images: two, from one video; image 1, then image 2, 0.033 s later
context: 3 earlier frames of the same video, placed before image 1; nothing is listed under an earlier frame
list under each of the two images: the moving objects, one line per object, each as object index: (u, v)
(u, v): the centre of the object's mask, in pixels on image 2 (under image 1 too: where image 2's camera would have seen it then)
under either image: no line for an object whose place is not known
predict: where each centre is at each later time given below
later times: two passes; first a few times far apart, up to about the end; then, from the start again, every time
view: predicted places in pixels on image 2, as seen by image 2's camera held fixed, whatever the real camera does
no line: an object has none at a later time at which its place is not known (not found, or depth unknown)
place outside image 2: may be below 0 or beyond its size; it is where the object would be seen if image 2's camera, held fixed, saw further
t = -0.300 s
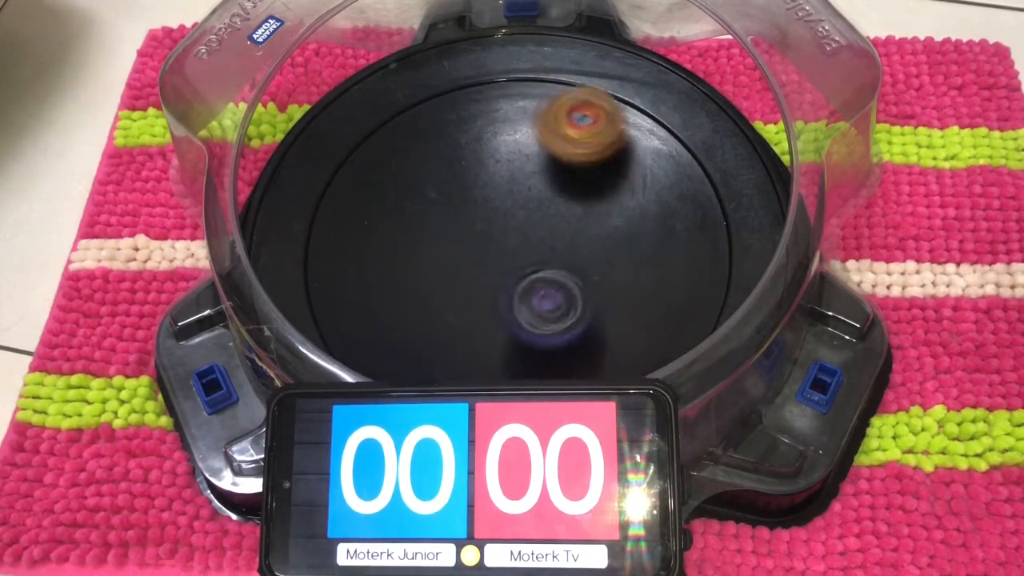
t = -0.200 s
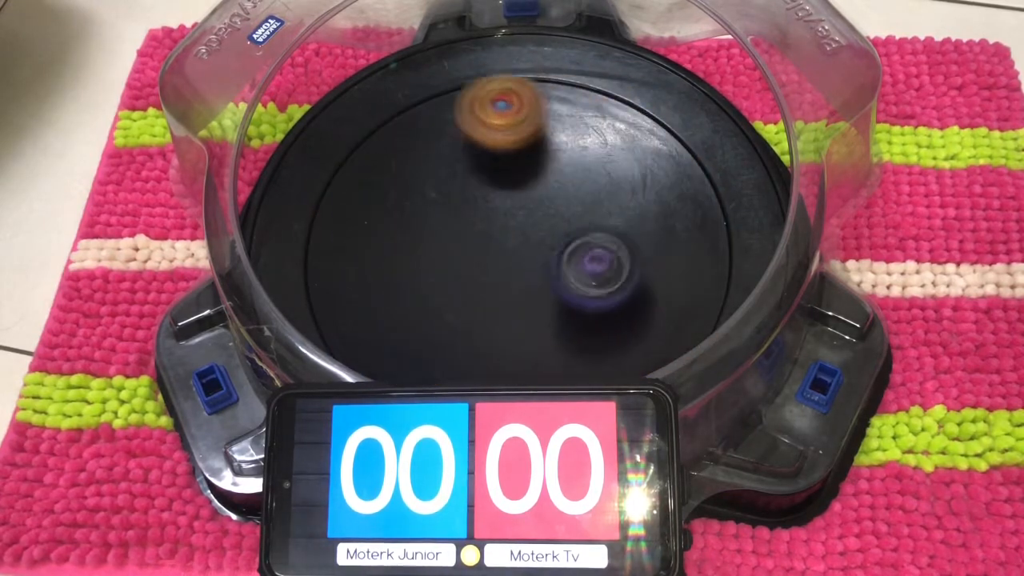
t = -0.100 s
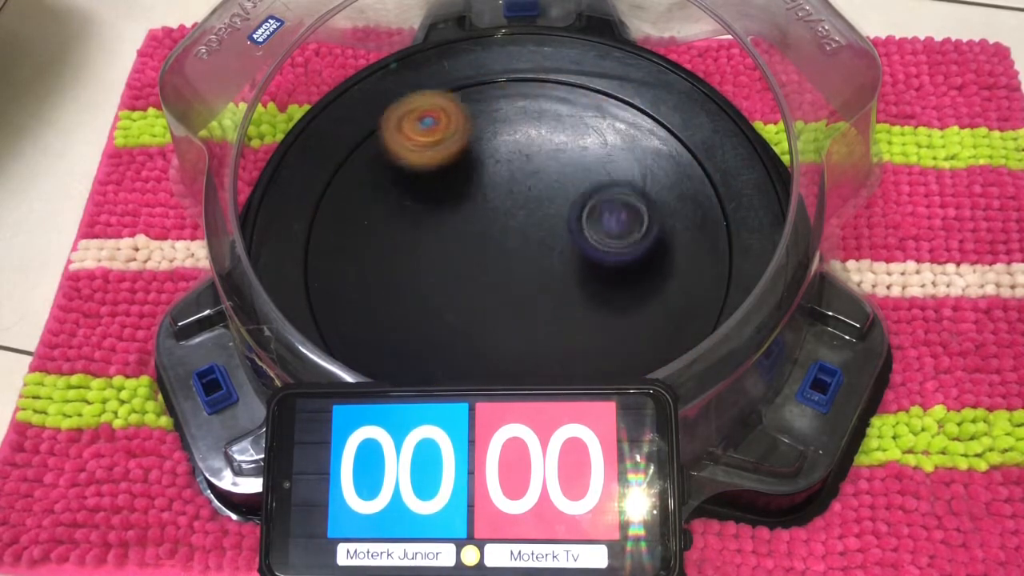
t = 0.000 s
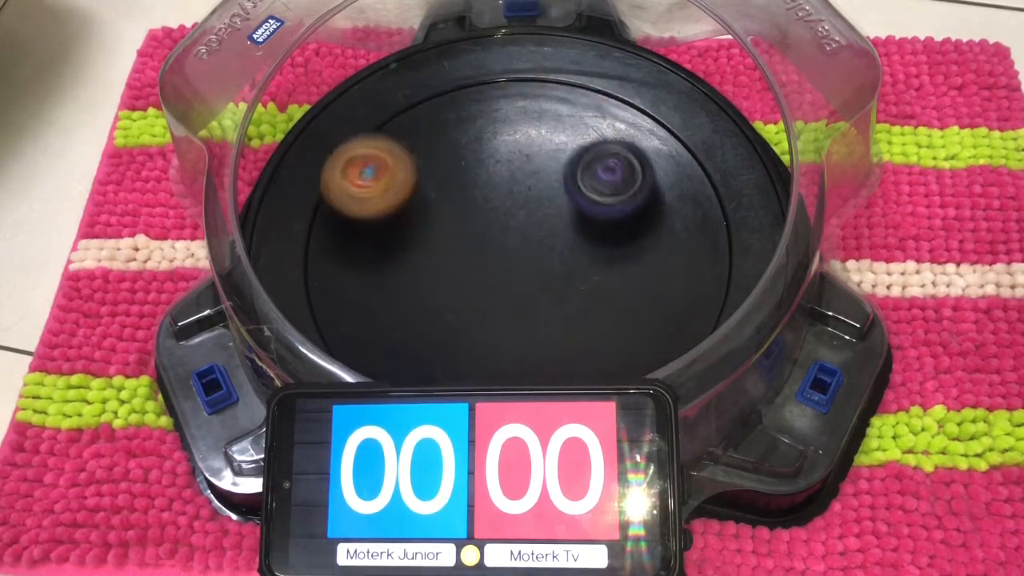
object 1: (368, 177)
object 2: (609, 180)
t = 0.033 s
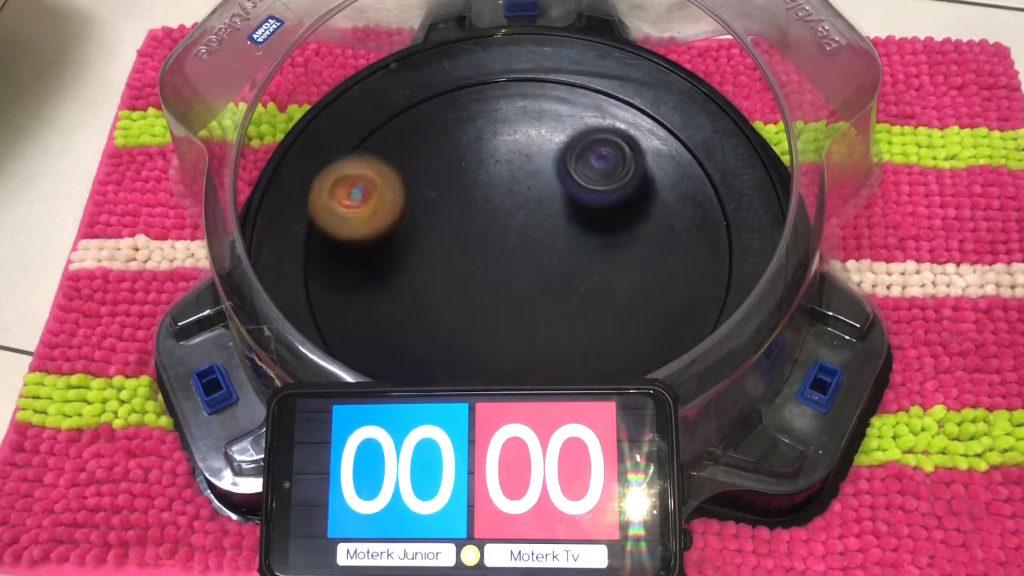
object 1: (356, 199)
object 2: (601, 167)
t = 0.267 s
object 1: (419, 347)
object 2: (488, 151)
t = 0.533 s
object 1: (642, 306)
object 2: (437, 279)
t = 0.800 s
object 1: (619, 137)
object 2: (556, 341)
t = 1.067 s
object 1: (425, 137)
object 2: (626, 246)
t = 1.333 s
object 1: (387, 312)
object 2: (499, 184)
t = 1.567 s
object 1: (563, 355)
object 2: (396, 235)
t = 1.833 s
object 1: (662, 214)
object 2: (459, 330)
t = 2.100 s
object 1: (498, 120)
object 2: (585, 257)
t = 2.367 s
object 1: (356, 223)
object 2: (548, 152)
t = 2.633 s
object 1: (480, 351)
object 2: (436, 189)
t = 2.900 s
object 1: (657, 261)
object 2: (476, 307)
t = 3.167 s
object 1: (577, 124)
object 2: (607, 302)
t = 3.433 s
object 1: (402, 177)
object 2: (596, 200)
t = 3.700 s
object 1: (423, 339)
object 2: (456, 208)
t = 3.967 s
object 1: (618, 326)
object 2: (415, 301)
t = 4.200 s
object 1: (628, 185)
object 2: (523, 326)
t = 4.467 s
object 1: (462, 130)
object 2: (574, 216)
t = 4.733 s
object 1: (370, 258)
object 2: (490, 154)
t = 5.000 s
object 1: (534, 343)
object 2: (427, 240)
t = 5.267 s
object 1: (657, 230)
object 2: (531, 310)
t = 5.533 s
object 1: (537, 131)
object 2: (622, 249)
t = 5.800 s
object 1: (391, 218)
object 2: (541, 187)
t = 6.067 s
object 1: (458, 346)
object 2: (435, 246)
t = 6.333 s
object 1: (625, 289)
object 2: (467, 328)
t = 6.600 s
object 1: (578, 149)
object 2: (569, 274)
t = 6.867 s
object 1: (420, 157)
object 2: (530, 179)
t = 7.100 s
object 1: (402, 286)
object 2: (444, 183)
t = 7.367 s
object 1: (570, 336)
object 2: (461, 281)
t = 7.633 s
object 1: (642, 213)
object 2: (582, 287)
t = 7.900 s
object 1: (501, 149)
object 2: (596, 205)
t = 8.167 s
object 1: (384, 244)
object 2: (481, 211)
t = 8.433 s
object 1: (394, 359)
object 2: (482, 281)
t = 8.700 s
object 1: (450, 351)
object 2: (594, 275)
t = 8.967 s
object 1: (411, 284)
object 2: (601, 202)
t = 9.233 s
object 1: (395, 210)
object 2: (498, 204)
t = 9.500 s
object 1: (379, 188)
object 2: (466, 274)
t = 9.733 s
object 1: (478, 211)
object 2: (501, 316)
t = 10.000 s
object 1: (590, 216)
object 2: (538, 304)
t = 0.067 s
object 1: (349, 223)
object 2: (590, 156)
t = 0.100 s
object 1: (347, 247)
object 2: (577, 146)
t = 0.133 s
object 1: (350, 272)
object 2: (561, 140)
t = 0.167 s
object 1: (358, 296)
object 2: (544, 137)
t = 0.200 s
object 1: (373, 318)
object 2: (524, 137)
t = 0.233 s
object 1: (394, 336)
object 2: (505, 143)
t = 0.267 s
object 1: (419, 347)
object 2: (488, 151)
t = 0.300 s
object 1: (447, 353)
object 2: (470, 161)
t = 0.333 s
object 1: (479, 355)
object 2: (457, 174)
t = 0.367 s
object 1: (511, 355)
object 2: (445, 190)
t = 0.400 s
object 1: (544, 353)
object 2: (437, 207)
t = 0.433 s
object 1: (573, 347)
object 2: (431, 226)
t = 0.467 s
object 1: (599, 339)
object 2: (430, 244)
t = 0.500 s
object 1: (623, 325)
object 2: (431, 262)
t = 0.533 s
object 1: (642, 306)
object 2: (437, 279)
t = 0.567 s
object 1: (657, 284)
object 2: (445, 294)
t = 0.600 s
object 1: (665, 260)
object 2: (456, 308)
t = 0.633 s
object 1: (669, 237)
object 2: (468, 321)
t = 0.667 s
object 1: (669, 214)
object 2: (483, 330)
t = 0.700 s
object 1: (662, 192)
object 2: (499, 338)
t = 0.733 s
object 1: (651, 170)
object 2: (517, 341)
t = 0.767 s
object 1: (636, 152)
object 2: (536, 342)
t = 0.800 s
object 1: (619, 137)
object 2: (556, 341)
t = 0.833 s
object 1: (598, 124)
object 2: (574, 339)
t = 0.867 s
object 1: (574, 114)
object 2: (590, 334)
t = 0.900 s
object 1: (549, 107)
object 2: (605, 324)
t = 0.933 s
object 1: (523, 106)
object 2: (617, 311)
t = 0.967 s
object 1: (497, 108)
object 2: (627, 296)
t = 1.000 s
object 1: (470, 114)
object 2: (631, 281)
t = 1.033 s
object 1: (446, 123)
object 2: (630, 264)
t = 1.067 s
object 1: (425, 137)
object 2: (626, 246)
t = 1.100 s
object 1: (406, 154)
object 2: (618, 231)
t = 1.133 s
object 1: (390, 173)
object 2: (606, 216)
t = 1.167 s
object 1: (378, 195)
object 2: (590, 205)
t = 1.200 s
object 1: (370, 218)
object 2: (572, 197)
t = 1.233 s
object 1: (367, 241)
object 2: (554, 189)
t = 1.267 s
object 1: (369, 266)
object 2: (534, 185)
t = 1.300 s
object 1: (376, 289)
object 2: (516, 183)
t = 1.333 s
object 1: (387, 312)
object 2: (499, 184)
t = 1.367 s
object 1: (403, 332)
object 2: (480, 186)
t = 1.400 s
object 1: (423, 344)
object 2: (459, 190)
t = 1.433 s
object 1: (446, 352)
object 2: (443, 196)
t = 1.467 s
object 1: (473, 356)
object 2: (427, 204)
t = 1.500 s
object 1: (504, 357)
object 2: (414, 213)
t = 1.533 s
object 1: (534, 357)
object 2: (403, 224)
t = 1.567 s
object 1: (563, 355)
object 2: (396, 235)
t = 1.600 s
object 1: (590, 349)
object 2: (390, 249)
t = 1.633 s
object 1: (614, 341)
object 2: (387, 264)
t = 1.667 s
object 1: (635, 327)
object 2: (390, 279)
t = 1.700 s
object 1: (651, 307)
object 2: (396, 295)
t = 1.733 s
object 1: (662, 285)
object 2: (406, 307)
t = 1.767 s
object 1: (667, 261)
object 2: (420, 318)
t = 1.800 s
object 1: (667, 237)
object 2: (435, 325)
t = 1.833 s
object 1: (662, 214)
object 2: (459, 330)
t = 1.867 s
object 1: (651, 194)
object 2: (478, 332)
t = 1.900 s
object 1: (637, 175)
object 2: (499, 328)
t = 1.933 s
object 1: (619, 158)
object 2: (520, 323)
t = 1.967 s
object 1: (597, 144)
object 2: (539, 314)
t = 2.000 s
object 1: (574, 134)
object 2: (555, 302)
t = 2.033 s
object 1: (550, 126)
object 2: (568, 289)
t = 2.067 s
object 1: (525, 122)
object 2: (578, 275)
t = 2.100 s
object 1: (498, 120)
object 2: (585, 257)
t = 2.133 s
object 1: (475, 122)
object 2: (589, 240)
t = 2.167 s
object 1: (450, 128)
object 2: (591, 225)
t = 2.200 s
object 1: (428, 137)
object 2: (589, 209)
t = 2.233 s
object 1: (408, 148)
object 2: (584, 195)
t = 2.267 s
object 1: (389, 163)
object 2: (579, 183)
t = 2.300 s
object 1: (375, 181)
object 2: (570, 172)
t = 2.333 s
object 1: (363, 201)
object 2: (560, 161)
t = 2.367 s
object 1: (356, 223)
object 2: (548, 152)
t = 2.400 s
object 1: (355, 245)
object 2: (534, 146)
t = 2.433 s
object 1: (358, 269)
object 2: (519, 143)
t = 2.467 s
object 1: (367, 291)
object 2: (504, 142)
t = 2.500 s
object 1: (381, 312)
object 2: (487, 145)
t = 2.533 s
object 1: (401, 330)
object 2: (471, 152)
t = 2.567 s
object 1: (424, 342)
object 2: (457, 161)
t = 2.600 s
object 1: (451, 348)
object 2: (445, 173)
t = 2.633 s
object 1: (480, 351)
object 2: (436, 189)
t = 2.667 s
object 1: (511, 350)
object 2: (429, 204)
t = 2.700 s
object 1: (540, 348)
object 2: (426, 220)
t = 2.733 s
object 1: (569, 344)
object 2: (428, 237)
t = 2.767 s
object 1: (594, 335)
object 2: (432, 254)
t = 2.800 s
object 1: (616, 321)
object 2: (440, 270)
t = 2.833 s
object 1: (634, 303)
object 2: (451, 285)
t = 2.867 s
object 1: (648, 283)
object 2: (464, 297)
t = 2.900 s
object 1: (657, 261)
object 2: (476, 307)
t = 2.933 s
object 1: (662, 239)
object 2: (494, 315)
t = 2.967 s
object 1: (663, 218)
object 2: (511, 320)
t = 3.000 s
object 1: (658, 197)
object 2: (527, 324)
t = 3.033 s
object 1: (648, 177)
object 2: (544, 325)
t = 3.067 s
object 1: (635, 160)
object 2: (562, 322)
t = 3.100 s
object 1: (618, 146)
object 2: (579, 317)
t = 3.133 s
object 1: (598, 134)
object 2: (595, 311)
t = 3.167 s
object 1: (577, 124)
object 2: (607, 302)
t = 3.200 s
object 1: (554, 119)
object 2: (617, 292)
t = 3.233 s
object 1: (529, 117)
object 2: (626, 278)
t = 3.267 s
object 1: (503, 119)
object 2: (630, 265)
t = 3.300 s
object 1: (480, 123)
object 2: (631, 248)
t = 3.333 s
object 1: (456, 133)
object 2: (627, 234)
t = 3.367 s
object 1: (436, 145)
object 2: (621, 221)
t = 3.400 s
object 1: (418, 160)
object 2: (610, 209)
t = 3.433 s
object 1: (402, 177)
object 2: (596, 200)
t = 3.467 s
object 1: (390, 197)
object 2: (579, 194)
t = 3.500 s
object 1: (381, 218)
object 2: (561, 189)
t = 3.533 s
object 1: (377, 240)
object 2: (542, 187)
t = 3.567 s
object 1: (378, 262)
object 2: (523, 187)
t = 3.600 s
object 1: (383, 283)
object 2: (505, 189)
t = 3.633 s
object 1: (392, 304)
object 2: (490, 194)
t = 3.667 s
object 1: (405, 323)
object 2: (470, 200)
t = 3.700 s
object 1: (423, 339)
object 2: (456, 208)
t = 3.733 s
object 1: (444, 347)
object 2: (442, 217)
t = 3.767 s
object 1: (468, 352)
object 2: (430, 227)
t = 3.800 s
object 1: (496, 354)
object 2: (421, 238)
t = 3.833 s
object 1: (523, 354)
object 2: (414, 251)
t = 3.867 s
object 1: (551, 352)
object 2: (409, 263)
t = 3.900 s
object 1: (577, 347)
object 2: (408, 276)
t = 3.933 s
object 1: (600, 339)
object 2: (409, 289)
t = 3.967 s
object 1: (618, 326)
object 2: (415, 301)
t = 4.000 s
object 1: (634, 309)
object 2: (423, 312)
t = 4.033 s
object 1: (645, 288)
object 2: (436, 322)
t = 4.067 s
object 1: (651, 265)
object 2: (450, 330)
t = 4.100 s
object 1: (652, 243)
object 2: (468, 333)
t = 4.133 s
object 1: (648, 223)
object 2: (486, 334)
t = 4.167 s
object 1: (640, 202)
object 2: (504, 332)
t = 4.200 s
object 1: (628, 185)
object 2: (523, 326)
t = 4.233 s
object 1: (613, 169)
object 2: (540, 317)
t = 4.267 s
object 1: (594, 155)
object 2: (554, 304)
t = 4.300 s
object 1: (574, 143)
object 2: (563, 292)
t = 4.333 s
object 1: (552, 135)
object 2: (571, 277)
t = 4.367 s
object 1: (531, 130)
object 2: (576, 261)
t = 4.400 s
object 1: (507, 127)
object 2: (578, 245)
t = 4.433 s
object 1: (484, 127)
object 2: (578, 230)
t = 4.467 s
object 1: (462, 130)
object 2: (574, 216)
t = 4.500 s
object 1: (441, 137)
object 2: (568, 202)
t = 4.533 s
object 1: (421, 147)
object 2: (562, 191)
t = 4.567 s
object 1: (403, 161)
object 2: (552, 180)
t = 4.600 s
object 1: (389, 176)
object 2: (542, 171)
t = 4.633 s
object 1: (377, 195)
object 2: (531, 164)
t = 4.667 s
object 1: (370, 215)
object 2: (517, 158)
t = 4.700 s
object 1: (367, 236)
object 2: (505, 155)
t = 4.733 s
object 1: (370, 258)
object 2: (490, 154)
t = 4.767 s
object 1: (378, 279)
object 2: (476, 155)
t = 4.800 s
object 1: (392, 299)
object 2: (463, 160)
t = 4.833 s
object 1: (409, 317)
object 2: (449, 169)
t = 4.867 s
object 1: (430, 330)
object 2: (437, 181)
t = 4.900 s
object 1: (453, 339)
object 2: (430, 194)
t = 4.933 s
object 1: (479, 343)
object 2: (425, 208)
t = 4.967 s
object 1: (506, 344)
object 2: (424, 224)
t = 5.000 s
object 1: (534, 343)
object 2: (427, 240)
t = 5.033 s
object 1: (560, 340)
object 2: (431, 254)
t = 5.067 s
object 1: (585, 333)
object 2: (440, 269)
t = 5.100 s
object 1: (606, 321)
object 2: (452, 281)
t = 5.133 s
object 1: (624, 304)
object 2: (466, 291)
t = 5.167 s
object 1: (637, 287)
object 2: (480, 298)
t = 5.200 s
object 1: (647, 270)
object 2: (497, 305)
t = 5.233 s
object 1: (655, 251)
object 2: (513, 308)
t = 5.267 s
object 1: (657, 230)
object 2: (531, 310)
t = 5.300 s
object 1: (654, 211)
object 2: (547, 310)
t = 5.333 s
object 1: (647, 193)
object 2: (563, 307)
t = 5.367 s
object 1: (636, 174)
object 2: (577, 302)
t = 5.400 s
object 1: (621, 160)
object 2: (588, 294)
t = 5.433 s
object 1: (602, 149)
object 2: (601, 286)
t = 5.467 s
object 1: (582, 140)
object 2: (611, 275)
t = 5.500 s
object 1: (560, 134)
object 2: (617, 264)
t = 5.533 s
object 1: (537, 131)
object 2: (622, 249)
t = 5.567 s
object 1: (512, 132)
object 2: (621, 237)
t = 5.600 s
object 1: (489, 136)
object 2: (620, 224)
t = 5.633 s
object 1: (466, 143)
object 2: (613, 213)
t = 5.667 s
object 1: (446, 153)
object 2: (602, 204)
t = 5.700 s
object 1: (427, 167)
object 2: (590, 197)
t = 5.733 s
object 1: (412, 183)
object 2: (574, 191)
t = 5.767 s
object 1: (400, 200)
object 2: (558, 188)
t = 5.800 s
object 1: (391, 218)
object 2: (541, 187)
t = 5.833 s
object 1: (385, 237)
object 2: (524, 190)
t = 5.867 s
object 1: (382, 257)
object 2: (508, 193)
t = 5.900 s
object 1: (385, 276)
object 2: (492, 199)
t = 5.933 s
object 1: (391, 296)
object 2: (477, 206)
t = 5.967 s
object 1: (401, 314)
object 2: (465, 214)
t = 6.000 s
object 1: (417, 331)
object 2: (453, 224)
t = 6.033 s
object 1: (436, 341)
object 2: (443, 234)
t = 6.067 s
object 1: (458, 346)
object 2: (435, 246)
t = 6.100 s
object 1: (480, 350)
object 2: (429, 257)
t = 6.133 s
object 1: (506, 350)
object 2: (426, 269)
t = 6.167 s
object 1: (532, 349)
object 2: (426, 281)
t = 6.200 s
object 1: (557, 344)
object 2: (428, 292)
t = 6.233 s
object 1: (580, 338)
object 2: (434, 303)
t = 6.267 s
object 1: (600, 325)
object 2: (442, 314)
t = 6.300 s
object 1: (614, 307)
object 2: (453, 322)
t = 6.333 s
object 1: (625, 289)
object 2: (467, 328)
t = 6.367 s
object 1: (633, 270)
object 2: (482, 331)
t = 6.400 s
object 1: (635, 248)
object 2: (498, 331)
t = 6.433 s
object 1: (634, 229)
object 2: (514, 327)
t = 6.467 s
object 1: (629, 210)
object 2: (530, 321)
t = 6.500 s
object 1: (620, 191)
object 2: (544, 312)
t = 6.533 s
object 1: (607, 176)
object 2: (555, 300)
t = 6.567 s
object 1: (593, 162)
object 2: (563, 288)
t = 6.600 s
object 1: (578, 149)
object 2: (569, 274)
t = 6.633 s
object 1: (560, 140)
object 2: (572, 259)
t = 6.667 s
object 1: (540, 133)
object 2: (571, 244)
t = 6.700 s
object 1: (519, 129)
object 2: (569, 230)
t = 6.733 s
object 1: (496, 129)
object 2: (564, 217)
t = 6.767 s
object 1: (476, 131)
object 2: (557, 206)
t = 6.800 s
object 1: (456, 136)
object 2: (549, 195)
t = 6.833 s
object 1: (437, 144)
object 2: (540, 186)
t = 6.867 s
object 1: (420, 157)
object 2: (530, 179)
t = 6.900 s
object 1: (406, 171)
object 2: (520, 174)
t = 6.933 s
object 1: (394, 188)
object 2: (507, 169)
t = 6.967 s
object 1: (387, 208)
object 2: (494, 167)
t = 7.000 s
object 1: (386, 228)
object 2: (480, 167)
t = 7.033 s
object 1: (387, 247)
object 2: (467, 170)
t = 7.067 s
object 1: (392, 267)
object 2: (455, 174)
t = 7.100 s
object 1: (402, 286)
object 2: (444, 183)
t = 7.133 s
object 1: (416, 303)
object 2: (435, 193)
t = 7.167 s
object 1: (433, 318)
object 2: (428, 206)
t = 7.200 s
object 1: (455, 330)
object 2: (426, 220)
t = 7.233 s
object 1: (476, 335)
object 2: (427, 234)
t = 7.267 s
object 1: (498, 339)
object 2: (432, 247)
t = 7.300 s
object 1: (522, 340)
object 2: (439, 260)
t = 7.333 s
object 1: (547, 338)
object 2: (448, 272)
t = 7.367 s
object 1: (570, 336)
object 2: (461, 281)
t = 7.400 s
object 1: (591, 327)
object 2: (477, 289)
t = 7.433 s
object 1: (609, 315)
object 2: (490, 295)
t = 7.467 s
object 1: (624, 302)
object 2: (505, 299)
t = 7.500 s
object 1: (638, 284)
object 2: (521, 301)
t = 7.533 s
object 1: (645, 267)
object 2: (539, 301)
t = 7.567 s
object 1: (650, 247)
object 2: (553, 300)
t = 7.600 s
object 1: (648, 229)
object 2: (568, 294)
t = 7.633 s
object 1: (642, 213)
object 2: (582, 287)
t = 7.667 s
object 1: (634, 196)
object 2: (592, 279)
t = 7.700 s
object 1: (621, 181)
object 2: (602, 270)
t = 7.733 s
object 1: (606, 169)
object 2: (607, 259)
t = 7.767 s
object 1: (585, 158)
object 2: (610, 247)
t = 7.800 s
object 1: (565, 153)
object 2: (611, 237)
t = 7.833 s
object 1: (544, 149)
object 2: (610, 225)
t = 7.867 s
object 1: (522, 147)
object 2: (605, 214)
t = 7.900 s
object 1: (501, 149)
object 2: (596, 205)
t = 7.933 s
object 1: (478, 153)
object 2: (584, 199)
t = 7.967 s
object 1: (459, 159)
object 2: (571, 194)
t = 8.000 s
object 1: (440, 170)
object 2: (555, 190)
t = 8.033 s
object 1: (425, 180)
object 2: (540, 190)
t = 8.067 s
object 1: (409, 193)
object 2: (524, 193)
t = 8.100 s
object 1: (398, 207)
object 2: (510, 197)
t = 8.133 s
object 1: (389, 225)
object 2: (494, 203)
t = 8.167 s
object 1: (384, 244)
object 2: (481, 211)
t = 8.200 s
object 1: (385, 261)
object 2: (471, 219)
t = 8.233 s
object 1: (386, 278)
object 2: (462, 227)
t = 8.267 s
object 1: (391, 296)
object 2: (454, 237)
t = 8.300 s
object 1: (383, 319)
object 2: (458, 246)
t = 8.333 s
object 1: (380, 335)
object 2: (464, 253)
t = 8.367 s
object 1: (382, 344)
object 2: (470, 262)
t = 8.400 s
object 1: (387, 352)
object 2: (475, 272)
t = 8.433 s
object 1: (394, 359)
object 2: (482, 281)
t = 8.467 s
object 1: (411, 361)
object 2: (490, 289)
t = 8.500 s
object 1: (427, 360)
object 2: (499, 296)
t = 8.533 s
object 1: (445, 358)
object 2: (510, 301)
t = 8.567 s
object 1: (460, 354)
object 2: (522, 302)
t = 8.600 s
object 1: (458, 354)
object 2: (546, 297)
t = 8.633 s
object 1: (455, 355)
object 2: (568, 290)
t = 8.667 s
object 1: (453, 353)
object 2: (585, 284)
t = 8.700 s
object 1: (450, 351)
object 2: (594, 275)
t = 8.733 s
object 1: (447, 348)
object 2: (604, 268)
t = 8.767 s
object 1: (443, 342)
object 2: (610, 258)
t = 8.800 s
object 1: (439, 336)
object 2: (615, 247)
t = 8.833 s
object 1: (434, 328)
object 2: (618, 238)
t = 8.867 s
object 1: (429, 318)
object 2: (618, 227)
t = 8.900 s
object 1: (421, 307)
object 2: (616, 218)
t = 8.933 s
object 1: (416, 297)
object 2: (609, 209)
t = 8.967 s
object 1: (411, 284)
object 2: (601, 202)
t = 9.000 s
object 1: (404, 274)
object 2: (590, 197)
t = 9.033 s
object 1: (400, 262)
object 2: (576, 194)
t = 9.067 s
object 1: (397, 251)
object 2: (564, 192)
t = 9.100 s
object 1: (394, 241)
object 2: (550, 192)
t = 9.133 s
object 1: (393, 232)
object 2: (537, 194)
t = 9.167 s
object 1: (392, 223)
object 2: (524, 196)
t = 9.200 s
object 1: (392, 216)
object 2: (511, 200)
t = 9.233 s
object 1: (395, 210)
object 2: (498, 204)
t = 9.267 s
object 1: (393, 204)
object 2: (492, 210)
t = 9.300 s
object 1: (389, 199)
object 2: (487, 219)
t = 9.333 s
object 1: (383, 192)
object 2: (484, 228)
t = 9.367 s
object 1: (379, 189)
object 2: (479, 237)
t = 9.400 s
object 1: (375, 186)
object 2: (474, 246)
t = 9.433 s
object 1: (373, 186)
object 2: (470, 255)
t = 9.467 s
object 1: (375, 186)
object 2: (467, 264)
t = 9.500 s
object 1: (379, 188)
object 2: (466, 274)
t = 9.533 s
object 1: (387, 192)
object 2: (466, 282)
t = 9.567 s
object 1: (398, 196)
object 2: (467, 291)
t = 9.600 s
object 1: (413, 199)
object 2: (470, 300)
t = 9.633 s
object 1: (429, 203)
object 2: (476, 306)
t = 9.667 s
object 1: (446, 206)
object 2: (484, 311)
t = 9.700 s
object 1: (462, 209)
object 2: (492, 314)
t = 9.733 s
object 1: (478, 211)
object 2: (501, 316)
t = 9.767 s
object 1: (491, 212)
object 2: (511, 315)
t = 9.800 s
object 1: (507, 214)
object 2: (520, 311)
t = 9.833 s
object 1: (520, 215)
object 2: (530, 306)
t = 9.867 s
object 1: (535, 215)
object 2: (537, 300)
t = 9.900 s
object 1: (550, 215)
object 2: (539, 300)
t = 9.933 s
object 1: (567, 211)
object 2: (539, 301)
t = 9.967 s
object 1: (579, 211)
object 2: (539, 303)
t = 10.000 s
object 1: (590, 216)
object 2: (538, 304)
